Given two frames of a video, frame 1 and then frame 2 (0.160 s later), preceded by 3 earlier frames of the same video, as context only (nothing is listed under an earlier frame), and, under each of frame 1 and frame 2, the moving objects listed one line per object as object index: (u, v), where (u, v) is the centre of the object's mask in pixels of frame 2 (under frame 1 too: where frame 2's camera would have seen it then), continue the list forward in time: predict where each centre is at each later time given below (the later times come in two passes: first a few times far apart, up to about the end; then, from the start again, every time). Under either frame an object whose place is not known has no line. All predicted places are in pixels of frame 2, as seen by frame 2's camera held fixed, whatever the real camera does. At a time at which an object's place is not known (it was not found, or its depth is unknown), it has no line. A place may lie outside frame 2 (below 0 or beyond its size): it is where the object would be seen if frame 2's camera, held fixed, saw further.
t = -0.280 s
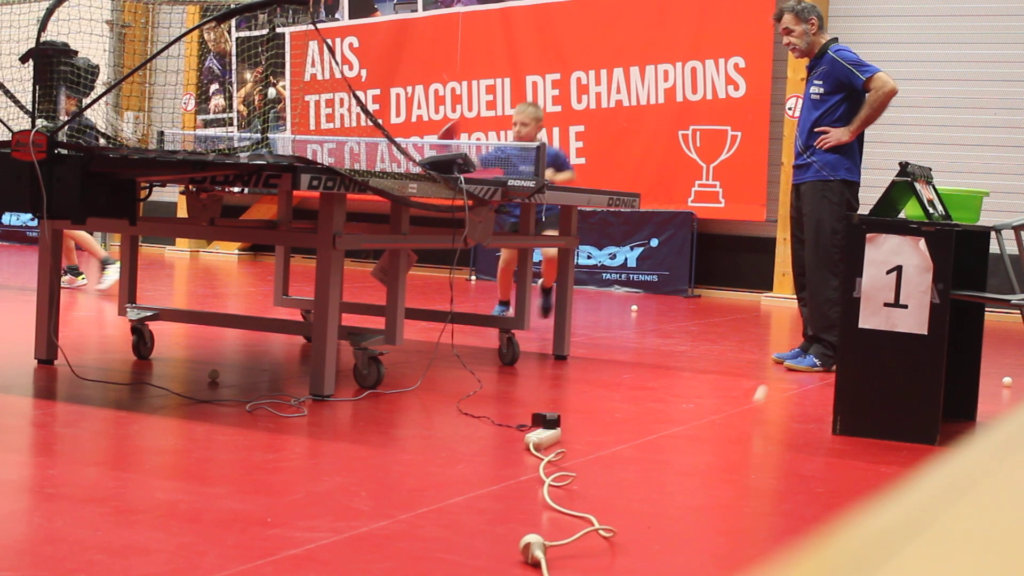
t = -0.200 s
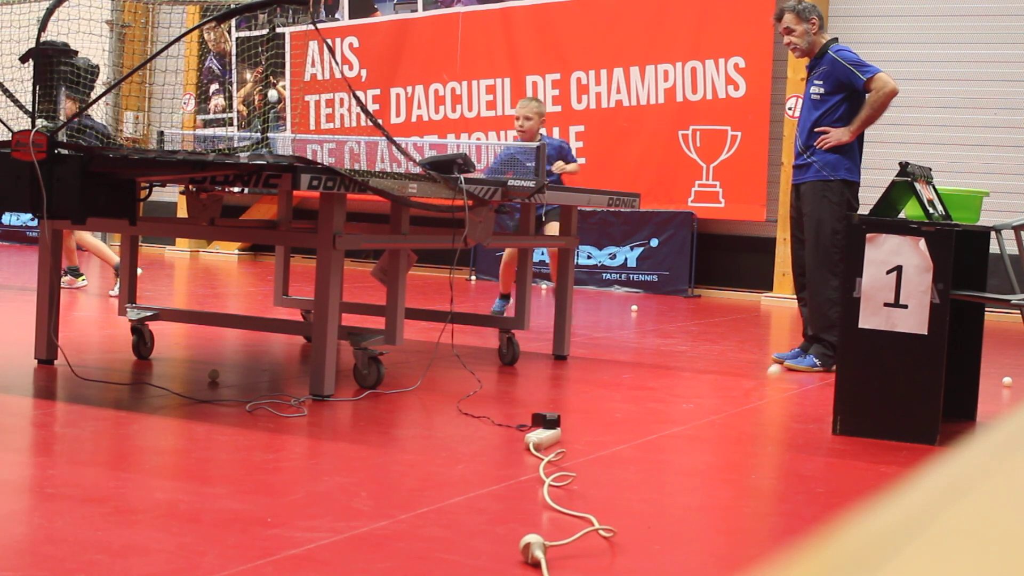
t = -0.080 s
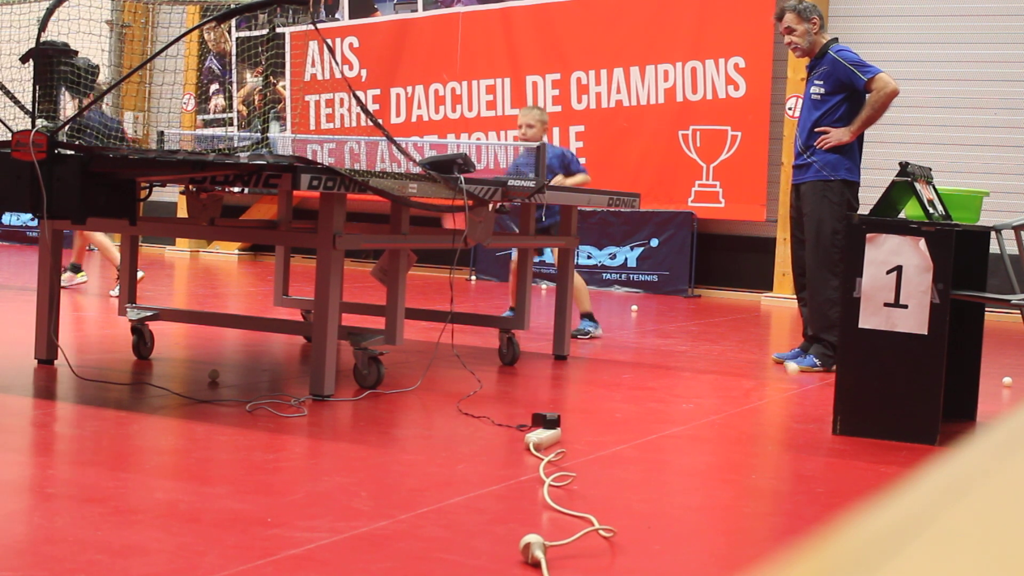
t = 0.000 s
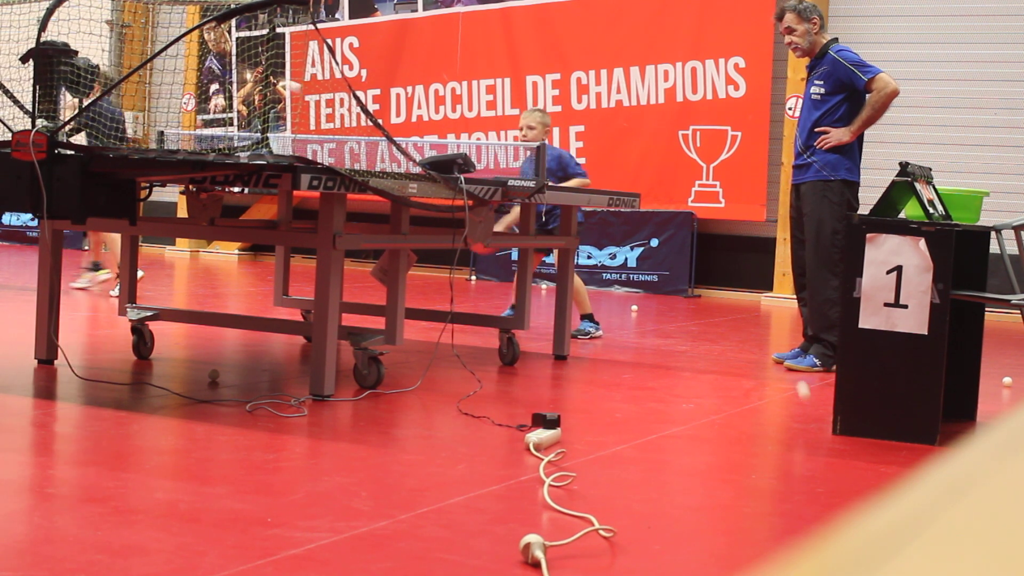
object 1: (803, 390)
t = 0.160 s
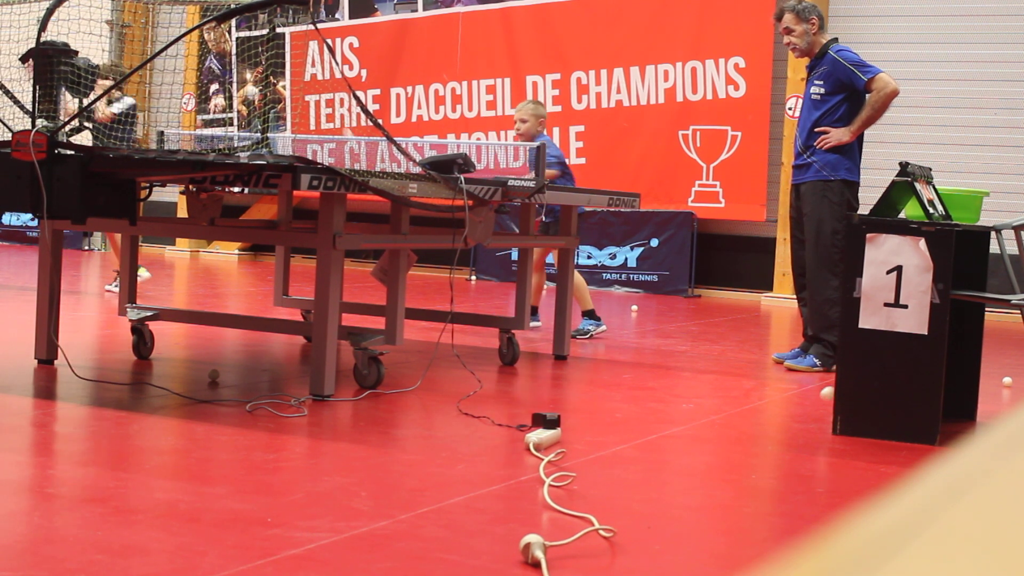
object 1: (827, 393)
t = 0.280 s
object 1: (822, 391)
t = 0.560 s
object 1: (795, 401)
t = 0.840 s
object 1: (775, 418)
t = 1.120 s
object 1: (757, 412)
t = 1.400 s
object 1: (737, 415)
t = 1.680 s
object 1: (715, 414)
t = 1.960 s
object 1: (695, 413)
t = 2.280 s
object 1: (674, 411)
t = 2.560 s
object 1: (656, 409)
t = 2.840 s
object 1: (640, 408)
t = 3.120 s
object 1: (625, 406)
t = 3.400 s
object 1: (611, 405)
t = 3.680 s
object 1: (598, 404)
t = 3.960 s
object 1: (586, 403)
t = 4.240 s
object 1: (575, 402)
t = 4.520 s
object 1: (566, 401)
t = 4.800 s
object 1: (558, 401)
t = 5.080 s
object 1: (551, 401)
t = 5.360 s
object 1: (545, 400)
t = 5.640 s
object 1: (539, 401)
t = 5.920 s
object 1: (534, 401)
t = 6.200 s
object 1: (530, 401)
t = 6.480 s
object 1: (528, 402)
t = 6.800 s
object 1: (526, 402)
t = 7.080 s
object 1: (525, 403)
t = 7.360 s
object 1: (525, 403)
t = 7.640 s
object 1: (525, 404)
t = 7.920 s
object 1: (525, 404)
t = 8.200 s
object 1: (525, 404)
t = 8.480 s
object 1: (524, 404)
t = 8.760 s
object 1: (523, 404)
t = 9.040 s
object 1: (523, 404)
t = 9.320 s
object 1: (523, 404)
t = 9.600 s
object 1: (523, 404)
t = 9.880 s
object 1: (523, 404)
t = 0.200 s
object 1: (830, 390)
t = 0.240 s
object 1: (827, 388)
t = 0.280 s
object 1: (822, 391)
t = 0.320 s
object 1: (816, 398)
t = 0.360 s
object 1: (809, 411)
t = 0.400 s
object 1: (804, 416)
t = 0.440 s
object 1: (802, 405)
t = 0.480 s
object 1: (800, 399)
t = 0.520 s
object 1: (798, 398)
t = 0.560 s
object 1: (795, 401)
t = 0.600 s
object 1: (793, 409)
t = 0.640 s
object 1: (790, 418)
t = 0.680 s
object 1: (787, 409)
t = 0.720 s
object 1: (785, 405)
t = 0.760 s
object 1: (782, 404)
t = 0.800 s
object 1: (779, 409)
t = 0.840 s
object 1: (775, 418)
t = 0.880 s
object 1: (773, 411)
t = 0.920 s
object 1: (770, 408)
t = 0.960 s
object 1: (768, 409)
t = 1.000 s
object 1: (765, 416)
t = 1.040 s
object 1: (762, 414)
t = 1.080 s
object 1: (760, 411)
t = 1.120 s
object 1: (757, 412)
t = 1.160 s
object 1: (754, 417)
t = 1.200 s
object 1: (752, 413)
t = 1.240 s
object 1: (749, 413)
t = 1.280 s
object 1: (746, 416)
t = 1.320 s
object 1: (743, 413)
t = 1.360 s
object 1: (740, 415)
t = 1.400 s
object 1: (737, 415)
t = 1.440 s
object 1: (734, 415)
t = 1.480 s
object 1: (731, 415)
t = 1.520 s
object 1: (728, 415)
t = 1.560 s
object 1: (725, 414)
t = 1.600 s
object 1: (722, 414)
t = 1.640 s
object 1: (719, 414)
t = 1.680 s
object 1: (715, 414)
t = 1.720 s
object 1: (713, 414)
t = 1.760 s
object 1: (710, 414)
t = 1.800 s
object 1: (707, 414)
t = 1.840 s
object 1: (703, 413)
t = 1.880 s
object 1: (701, 413)
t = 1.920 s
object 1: (698, 413)
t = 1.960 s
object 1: (695, 413)
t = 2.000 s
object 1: (692, 413)
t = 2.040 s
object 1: (689, 412)
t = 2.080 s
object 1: (687, 412)
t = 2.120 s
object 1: (684, 412)
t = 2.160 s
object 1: (681, 411)
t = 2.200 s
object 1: (679, 411)
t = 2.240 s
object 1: (676, 411)
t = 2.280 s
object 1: (674, 411)
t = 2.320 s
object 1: (671, 411)
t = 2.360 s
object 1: (669, 411)
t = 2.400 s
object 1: (666, 410)
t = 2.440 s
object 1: (663, 410)
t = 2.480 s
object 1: (661, 410)
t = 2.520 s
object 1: (659, 410)
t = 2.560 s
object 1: (656, 409)
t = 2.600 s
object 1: (654, 409)
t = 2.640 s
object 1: (651, 409)
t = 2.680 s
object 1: (649, 409)
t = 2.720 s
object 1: (647, 408)
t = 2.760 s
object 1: (644, 408)
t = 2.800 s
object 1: (642, 408)
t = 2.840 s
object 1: (640, 408)
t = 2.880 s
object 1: (638, 408)
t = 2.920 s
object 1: (636, 407)
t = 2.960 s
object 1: (634, 407)
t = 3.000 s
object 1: (631, 407)
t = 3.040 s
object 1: (630, 407)
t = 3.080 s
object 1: (627, 406)
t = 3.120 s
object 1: (625, 406)
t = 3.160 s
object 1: (623, 406)
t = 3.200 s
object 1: (621, 406)
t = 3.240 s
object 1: (619, 406)
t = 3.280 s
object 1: (617, 405)
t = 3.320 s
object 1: (615, 405)
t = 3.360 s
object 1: (613, 405)
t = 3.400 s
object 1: (611, 405)
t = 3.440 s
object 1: (609, 405)
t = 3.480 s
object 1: (607, 405)
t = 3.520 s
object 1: (605, 405)
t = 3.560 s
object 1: (603, 404)
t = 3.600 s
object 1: (602, 404)
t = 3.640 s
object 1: (600, 404)
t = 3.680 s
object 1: (598, 404)
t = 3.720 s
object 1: (596, 404)
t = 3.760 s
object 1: (595, 404)
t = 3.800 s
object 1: (593, 403)
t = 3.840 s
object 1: (591, 403)
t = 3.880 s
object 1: (589, 403)
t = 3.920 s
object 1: (588, 403)
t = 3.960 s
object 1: (586, 403)
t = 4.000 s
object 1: (585, 403)
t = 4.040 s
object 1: (583, 402)
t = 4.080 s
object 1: (581, 402)
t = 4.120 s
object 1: (580, 402)
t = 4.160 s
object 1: (578, 402)
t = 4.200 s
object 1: (577, 402)
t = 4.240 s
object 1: (575, 402)
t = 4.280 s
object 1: (574, 402)
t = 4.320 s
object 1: (572, 402)
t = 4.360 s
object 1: (571, 401)
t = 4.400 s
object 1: (569, 401)
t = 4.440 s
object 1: (568, 401)
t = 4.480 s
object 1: (567, 401)
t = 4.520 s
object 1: (566, 401)
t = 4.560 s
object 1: (565, 401)
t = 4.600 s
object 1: (563, 401)
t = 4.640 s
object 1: (562, 401)
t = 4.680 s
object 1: (561, 401)
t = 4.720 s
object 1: (560, 401)
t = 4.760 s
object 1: (559, 401)
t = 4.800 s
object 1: (558, 401)
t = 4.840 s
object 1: (557, 401)
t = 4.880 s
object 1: (556, 401)
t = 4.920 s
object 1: (555, 401)
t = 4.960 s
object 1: (554, 401)
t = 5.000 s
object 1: (553, 401)
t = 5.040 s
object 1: (552, 401)
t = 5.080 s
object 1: (551, 401)
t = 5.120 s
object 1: (550, 400)
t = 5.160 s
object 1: (549, 400)
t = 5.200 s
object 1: (548, 400)
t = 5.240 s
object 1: (547, 400)
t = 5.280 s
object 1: (546, 400)
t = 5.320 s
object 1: (545, 400)
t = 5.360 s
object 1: (545, 400)
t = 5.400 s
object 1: (544, 400)
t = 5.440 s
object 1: (543, 400)
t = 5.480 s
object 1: (542, 400)
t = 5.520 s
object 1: (541, 400)
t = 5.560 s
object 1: (540, 401)
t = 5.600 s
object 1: (540, 401)
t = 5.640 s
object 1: (539, 401)
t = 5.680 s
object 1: (538, 401)
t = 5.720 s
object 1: (538, 401)
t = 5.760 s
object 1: (537, 401)
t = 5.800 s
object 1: (536, 401)
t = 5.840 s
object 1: (535, 401)
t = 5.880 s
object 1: (535, 401)
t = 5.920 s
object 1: (534, 401)
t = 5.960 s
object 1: (533, 401)
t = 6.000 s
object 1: (533, 401)
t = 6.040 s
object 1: (532, 401)
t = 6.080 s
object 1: (532, 401)
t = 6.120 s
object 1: (531, 401)
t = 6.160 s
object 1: (531, 401)
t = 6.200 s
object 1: (530, 401)
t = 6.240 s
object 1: (530, 401)
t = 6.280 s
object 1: (529, 401)
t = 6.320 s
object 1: (529, 401)
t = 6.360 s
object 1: (529, 401)
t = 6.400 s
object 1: (528, 401)
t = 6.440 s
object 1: (528, 401)
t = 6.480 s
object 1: (528, 402)
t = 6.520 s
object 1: (528, 402)
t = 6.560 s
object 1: (527, 402)
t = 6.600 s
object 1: (527, 402)
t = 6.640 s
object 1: (527, 402)
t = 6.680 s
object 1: (527, 402)
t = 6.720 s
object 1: (527, 402)
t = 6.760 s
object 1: (526, 402)
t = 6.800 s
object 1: (526, 402)
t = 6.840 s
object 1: (526, 402)
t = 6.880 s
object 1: (526, 402)
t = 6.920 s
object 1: (526, 402)
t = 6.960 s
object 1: (526, 402)
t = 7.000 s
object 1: (526, 403)
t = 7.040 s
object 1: (526, 403)
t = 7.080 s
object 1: (525, 403)
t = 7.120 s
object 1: (525, 403)
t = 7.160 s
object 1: (525, 403)
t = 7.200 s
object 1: (525, 403)
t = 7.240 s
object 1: (525, 403)
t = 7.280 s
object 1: (525, 403)
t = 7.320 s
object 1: (525, 403)
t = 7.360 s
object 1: (525, 403)
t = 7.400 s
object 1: (525, 403)
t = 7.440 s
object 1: (525, 403)
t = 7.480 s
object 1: (525, 403)
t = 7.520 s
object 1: (525, 404)
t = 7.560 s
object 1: (525, 404)
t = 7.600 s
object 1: (525, 404)
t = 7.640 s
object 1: (525, 404)
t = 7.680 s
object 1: (525, 404)
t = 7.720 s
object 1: (525, 404)
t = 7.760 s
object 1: (525, 404)
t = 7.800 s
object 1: (525, 404)
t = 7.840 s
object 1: (525, 404)
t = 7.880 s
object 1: (525, 404)
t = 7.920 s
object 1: (525, 404)
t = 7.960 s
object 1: (525, 404)
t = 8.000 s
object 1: (525, 404)
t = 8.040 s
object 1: (525, 404)
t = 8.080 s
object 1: (525, 404)
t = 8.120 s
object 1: (525, 404)
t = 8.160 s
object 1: (524, 404)
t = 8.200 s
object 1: (525, 404)
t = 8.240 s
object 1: (524, 404)
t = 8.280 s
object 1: (524, 404)
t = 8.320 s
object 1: (524, 404)
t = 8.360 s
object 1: (524, 404)
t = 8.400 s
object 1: (524, 404)
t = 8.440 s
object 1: (524, 404)
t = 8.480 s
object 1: (524, 404)
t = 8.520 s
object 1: (524, 404)
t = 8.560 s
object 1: (524, 404)
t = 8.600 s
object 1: (524, 404)
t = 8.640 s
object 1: (524, 404)
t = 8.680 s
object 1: (524, 404)
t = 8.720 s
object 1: (524, 404)
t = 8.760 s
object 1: (523, 404)
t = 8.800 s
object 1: (523, 404)
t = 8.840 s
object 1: (523, 404)
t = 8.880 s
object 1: (523, 404)
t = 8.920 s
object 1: (523, 404)
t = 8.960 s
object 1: (523, 404)
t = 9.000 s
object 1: (523, 404)
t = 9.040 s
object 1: (523, 404)
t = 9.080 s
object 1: (523, 404)
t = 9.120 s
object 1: (523, 404)
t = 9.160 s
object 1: (523, 404)
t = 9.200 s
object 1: (523, 404)
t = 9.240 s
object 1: (523, 404)
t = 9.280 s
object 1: (523, 404)
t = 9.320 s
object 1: (523, 404)
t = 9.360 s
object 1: (523, 404)
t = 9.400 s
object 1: (523, 404)
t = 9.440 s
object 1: (523, 404)
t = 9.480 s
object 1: (523, 404)
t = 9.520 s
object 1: (523, 404)
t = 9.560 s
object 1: (523, 404)
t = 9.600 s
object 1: (523, 404)
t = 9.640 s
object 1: (523, 404)
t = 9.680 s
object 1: (523, 404)
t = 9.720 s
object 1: (523, 404)
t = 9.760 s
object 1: (523, 404)
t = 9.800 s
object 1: (523, 404)
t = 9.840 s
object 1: (523, 404)
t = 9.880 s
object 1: (523, 404)
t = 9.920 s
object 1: (523, 404)
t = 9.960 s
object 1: (523, 404)
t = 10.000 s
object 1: (523, 404)
